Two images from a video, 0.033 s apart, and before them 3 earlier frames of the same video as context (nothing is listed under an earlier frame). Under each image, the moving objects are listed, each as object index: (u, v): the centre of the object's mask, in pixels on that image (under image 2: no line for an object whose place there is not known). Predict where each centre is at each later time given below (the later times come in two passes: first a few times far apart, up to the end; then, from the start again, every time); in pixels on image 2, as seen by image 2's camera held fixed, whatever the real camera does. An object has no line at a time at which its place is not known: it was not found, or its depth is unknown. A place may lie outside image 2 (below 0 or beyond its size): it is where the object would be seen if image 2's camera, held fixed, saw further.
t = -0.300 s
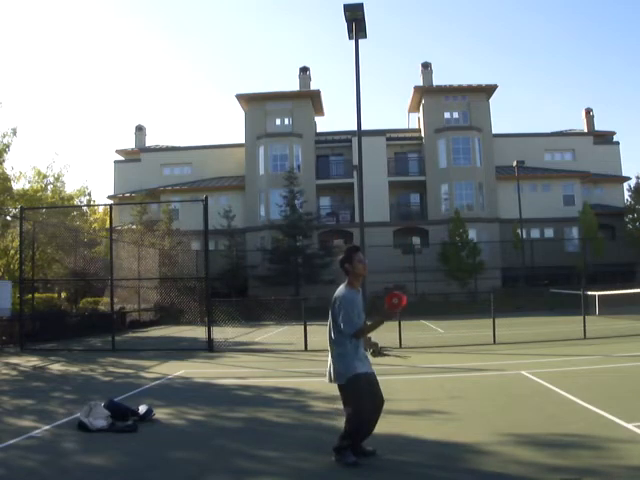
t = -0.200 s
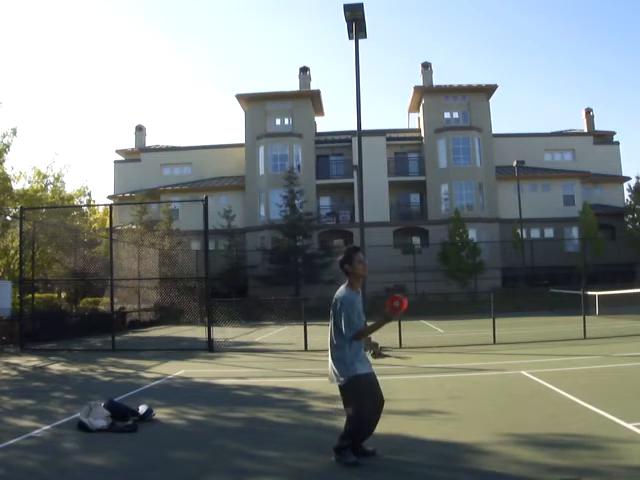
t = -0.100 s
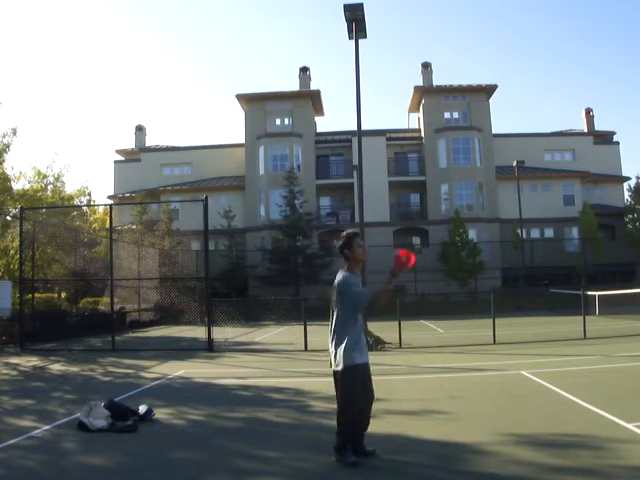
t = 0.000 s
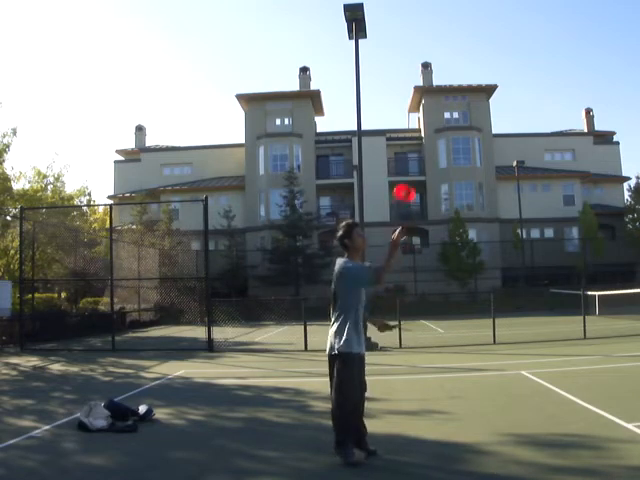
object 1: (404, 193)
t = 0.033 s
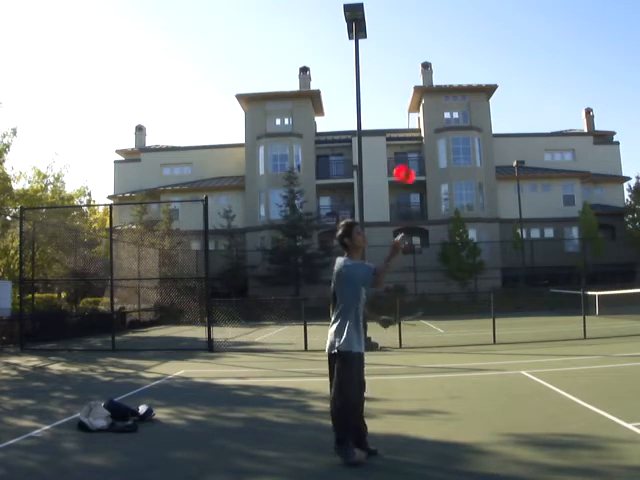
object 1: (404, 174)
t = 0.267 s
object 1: (405, 87)
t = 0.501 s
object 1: (409, 69)
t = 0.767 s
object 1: (419, 134)
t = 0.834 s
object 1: (422, 165)
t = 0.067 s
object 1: (404, 157)
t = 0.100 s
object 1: (404, 142)
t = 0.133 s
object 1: (404, 128)
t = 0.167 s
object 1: (404, 115)
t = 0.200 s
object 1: (405, 104)
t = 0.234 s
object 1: (405, 95)
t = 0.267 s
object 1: (405, 87)
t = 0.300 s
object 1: (405, 80)
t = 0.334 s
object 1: (406, 75)
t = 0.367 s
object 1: (406, 71)
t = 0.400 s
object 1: (407, 68)
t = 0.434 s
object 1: (407, 67)
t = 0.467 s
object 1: (408, 67)
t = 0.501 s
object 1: (409, 69)
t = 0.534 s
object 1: (410, 72)
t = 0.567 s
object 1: (411, 76)
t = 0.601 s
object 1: (412, 82)
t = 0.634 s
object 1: (413, 90)
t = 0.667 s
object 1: (415, 98)
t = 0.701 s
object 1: (416, 108)
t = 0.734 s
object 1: (418, 120)
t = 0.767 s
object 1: (419, 134)
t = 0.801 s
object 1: (420, 148)
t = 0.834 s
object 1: (422, 165)
